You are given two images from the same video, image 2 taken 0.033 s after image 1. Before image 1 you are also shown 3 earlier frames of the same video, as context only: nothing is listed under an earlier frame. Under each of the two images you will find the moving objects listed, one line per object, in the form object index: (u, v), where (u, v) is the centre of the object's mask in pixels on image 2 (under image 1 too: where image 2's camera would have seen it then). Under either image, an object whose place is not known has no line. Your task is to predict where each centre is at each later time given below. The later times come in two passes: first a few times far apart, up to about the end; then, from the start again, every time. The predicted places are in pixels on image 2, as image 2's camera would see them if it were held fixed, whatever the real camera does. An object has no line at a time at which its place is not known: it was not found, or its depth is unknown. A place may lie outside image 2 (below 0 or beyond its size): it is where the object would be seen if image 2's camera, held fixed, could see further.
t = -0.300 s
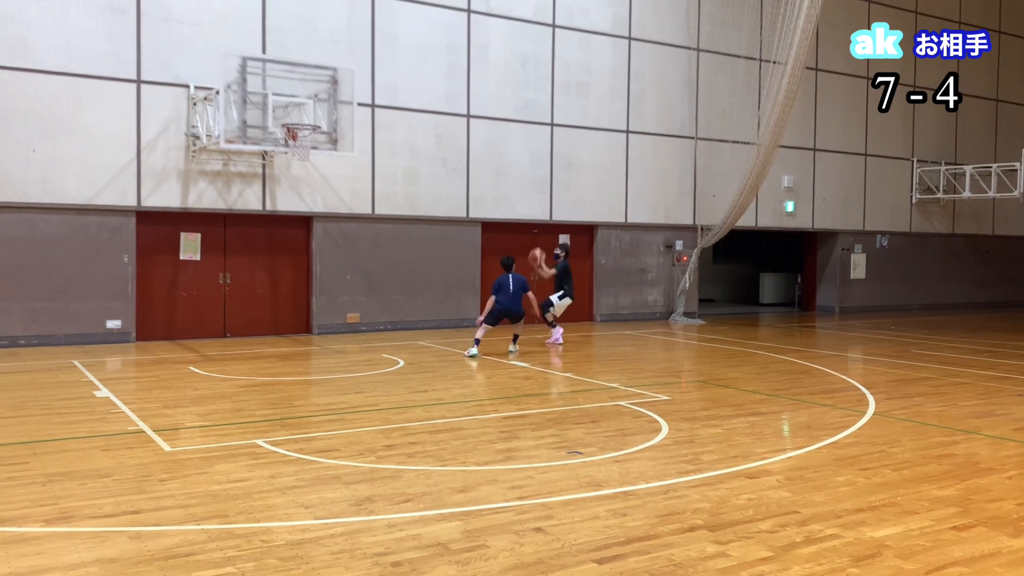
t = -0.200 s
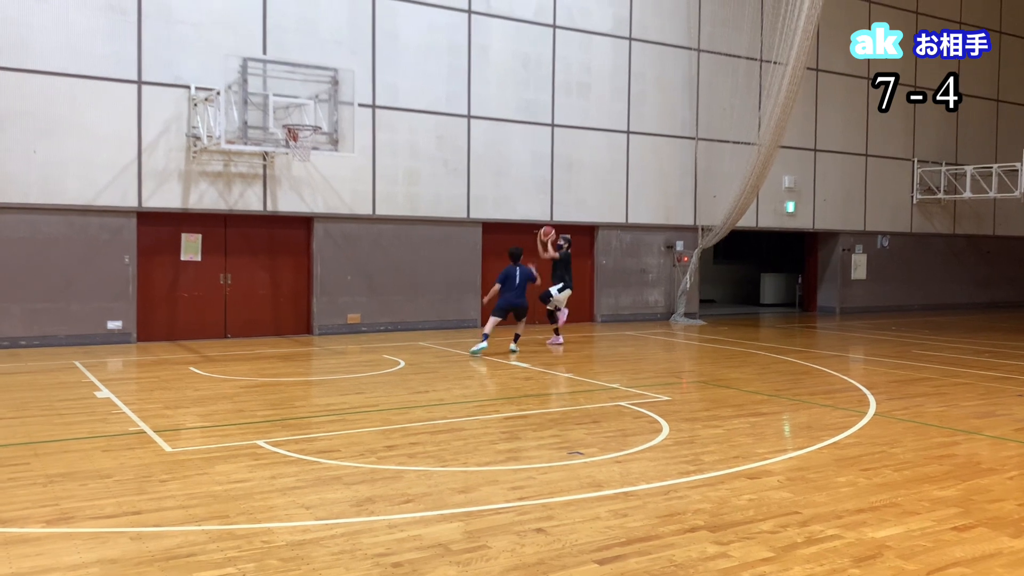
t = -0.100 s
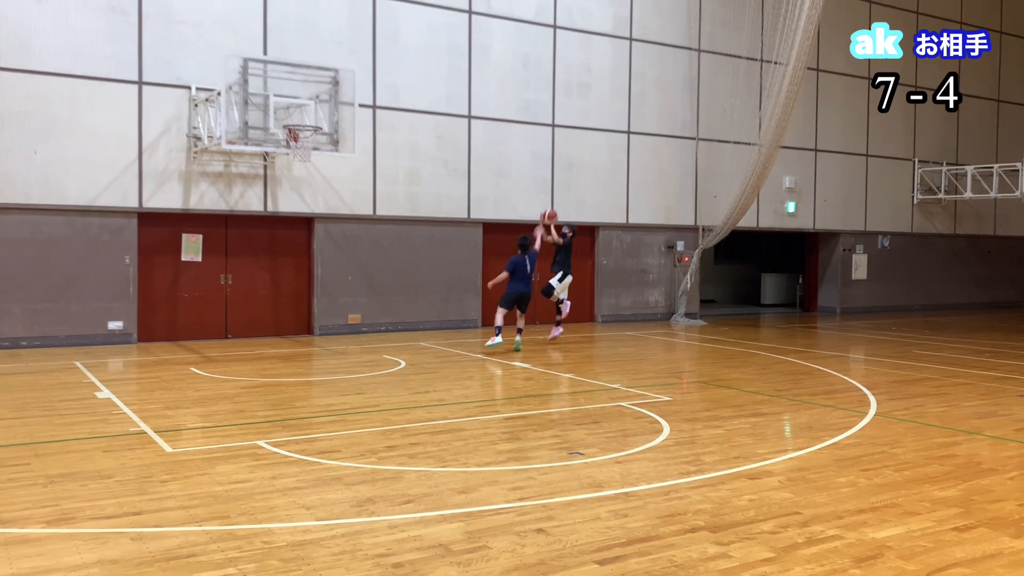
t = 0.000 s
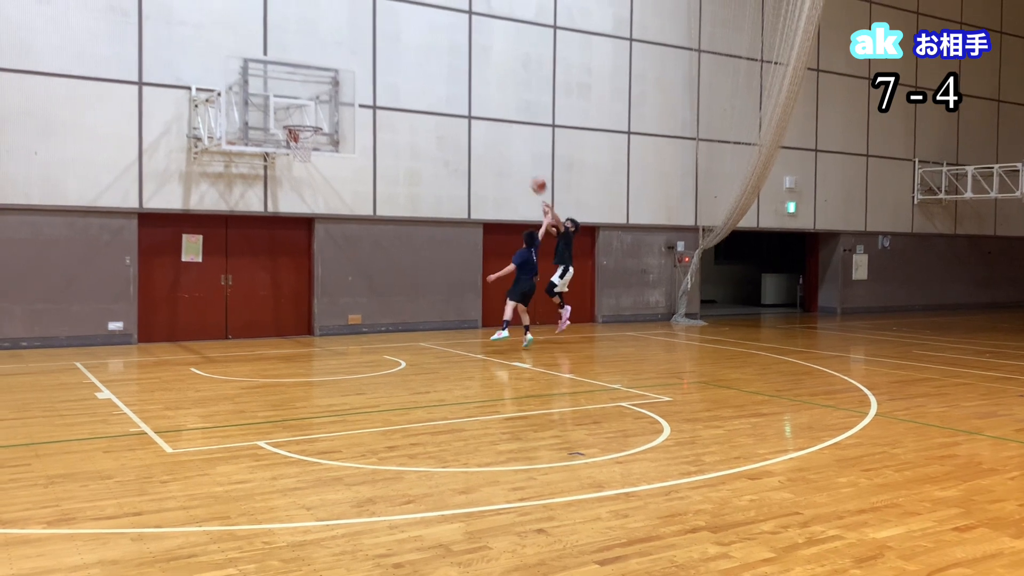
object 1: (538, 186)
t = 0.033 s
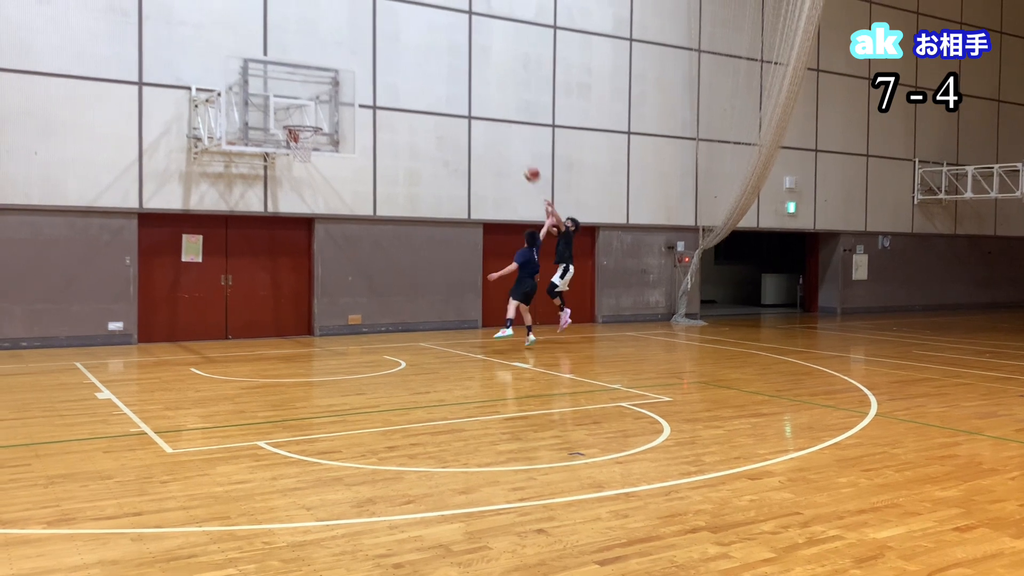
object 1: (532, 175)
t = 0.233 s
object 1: (490, 116)
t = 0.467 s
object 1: (438, 78)
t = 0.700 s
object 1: (380, 77)
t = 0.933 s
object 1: (317, 116)
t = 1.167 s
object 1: (290, 139)
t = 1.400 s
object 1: (306, 165)
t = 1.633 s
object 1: (329, 220)
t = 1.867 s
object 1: (348, 310)
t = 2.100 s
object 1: (365, 302)
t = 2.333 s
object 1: (380, 253)
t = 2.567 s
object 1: (394, 244)
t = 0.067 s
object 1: (525, 163)
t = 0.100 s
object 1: (518, 153)
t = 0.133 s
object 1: (511, 142)
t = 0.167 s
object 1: (504, 133)
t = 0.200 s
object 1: (498, 124)
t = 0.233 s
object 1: (490, 116)
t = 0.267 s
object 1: (483, 109)
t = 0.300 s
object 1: (476, 102)
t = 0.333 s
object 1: (469, 96)
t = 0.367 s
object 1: (461, 90)
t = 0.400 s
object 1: (453, 85)
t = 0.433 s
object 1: (446, 81)
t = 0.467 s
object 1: (438, 78)
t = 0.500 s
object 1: (430, 75)
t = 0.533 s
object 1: (422, 74)
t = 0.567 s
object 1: (414, 73)
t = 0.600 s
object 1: (406, 73)
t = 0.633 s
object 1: (397, 74)
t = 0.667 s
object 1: (389, 75)
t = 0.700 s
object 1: (380, 77)
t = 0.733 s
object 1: (372, 80)
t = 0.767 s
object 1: (363, 84)
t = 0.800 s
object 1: (354, 88)
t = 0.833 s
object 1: (346, 94)
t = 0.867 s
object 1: (337, 101)
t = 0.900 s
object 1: (327, 108)
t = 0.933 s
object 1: (317, 116)
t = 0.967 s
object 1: (308, 124)
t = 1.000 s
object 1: (299, 136)
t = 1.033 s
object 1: (292, 141)
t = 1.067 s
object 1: (291, 139)
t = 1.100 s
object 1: (290, 137)
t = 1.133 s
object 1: (290, 138)
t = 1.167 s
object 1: (290, 139)
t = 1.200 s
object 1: (290, 140)
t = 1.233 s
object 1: (292, 145)
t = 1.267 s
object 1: (293, 149)
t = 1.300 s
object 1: (295, 151)
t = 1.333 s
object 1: (298, 154)
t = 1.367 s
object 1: (303, 159)
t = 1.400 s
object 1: (306, 165)
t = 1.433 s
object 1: (310, 170)
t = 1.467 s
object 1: (313, 177)
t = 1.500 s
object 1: (316, 184)
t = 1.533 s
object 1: (319, 192)
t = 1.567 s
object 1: (322, 200)
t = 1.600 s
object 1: (326, 210)
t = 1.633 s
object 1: (329, 220)
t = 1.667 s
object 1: (332, 231)
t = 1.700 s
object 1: (335, 242)
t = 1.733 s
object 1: (338, 255)
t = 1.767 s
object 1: (341, 269)
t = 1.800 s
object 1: (344, 282)
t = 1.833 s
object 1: (346, 296)
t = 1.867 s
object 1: (348, 310)
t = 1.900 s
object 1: (352, 326)
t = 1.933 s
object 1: (353, 344)
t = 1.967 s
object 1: (356, 346)
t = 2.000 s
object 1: (359, 334)
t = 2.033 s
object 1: (361, 323)
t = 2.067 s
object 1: (364, 313)
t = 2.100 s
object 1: (365, 302)
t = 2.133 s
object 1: (367, 292)
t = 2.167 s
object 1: (370, 284)
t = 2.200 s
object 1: (372, 276)
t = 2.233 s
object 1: (374, 269)
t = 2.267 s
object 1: (376, 263)
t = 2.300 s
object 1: (378, 258)
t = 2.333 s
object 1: (380, 253)
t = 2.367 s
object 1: (382, 249)
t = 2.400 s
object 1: (384, 246)
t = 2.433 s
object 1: (386, 244)
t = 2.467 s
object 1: (388, 243)
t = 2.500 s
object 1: (390, 243)
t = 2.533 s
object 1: (392, 243)
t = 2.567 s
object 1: (394, 244)
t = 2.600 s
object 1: (396, 246)
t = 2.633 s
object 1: (398, 249)
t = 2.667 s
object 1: (400, 252)
